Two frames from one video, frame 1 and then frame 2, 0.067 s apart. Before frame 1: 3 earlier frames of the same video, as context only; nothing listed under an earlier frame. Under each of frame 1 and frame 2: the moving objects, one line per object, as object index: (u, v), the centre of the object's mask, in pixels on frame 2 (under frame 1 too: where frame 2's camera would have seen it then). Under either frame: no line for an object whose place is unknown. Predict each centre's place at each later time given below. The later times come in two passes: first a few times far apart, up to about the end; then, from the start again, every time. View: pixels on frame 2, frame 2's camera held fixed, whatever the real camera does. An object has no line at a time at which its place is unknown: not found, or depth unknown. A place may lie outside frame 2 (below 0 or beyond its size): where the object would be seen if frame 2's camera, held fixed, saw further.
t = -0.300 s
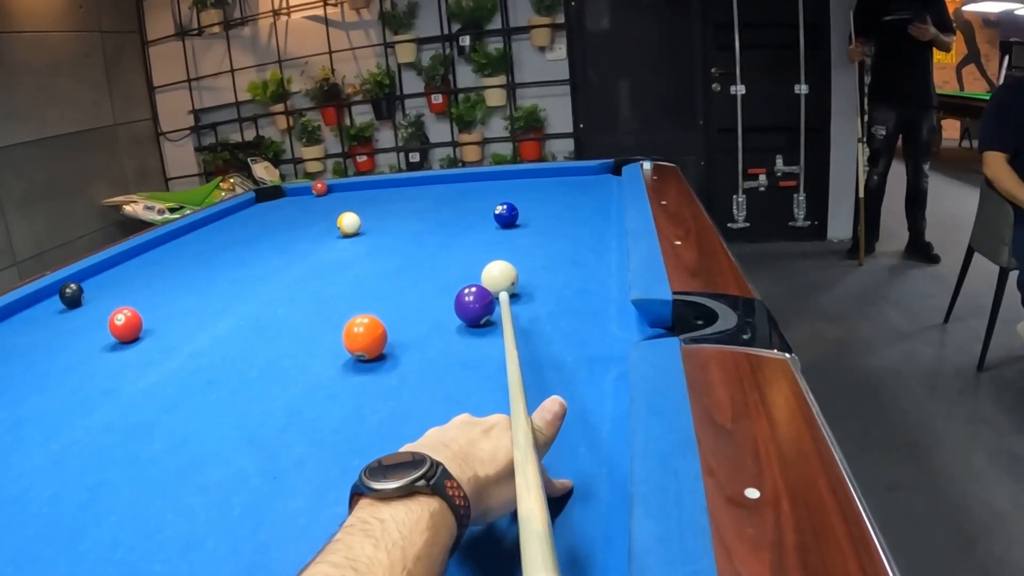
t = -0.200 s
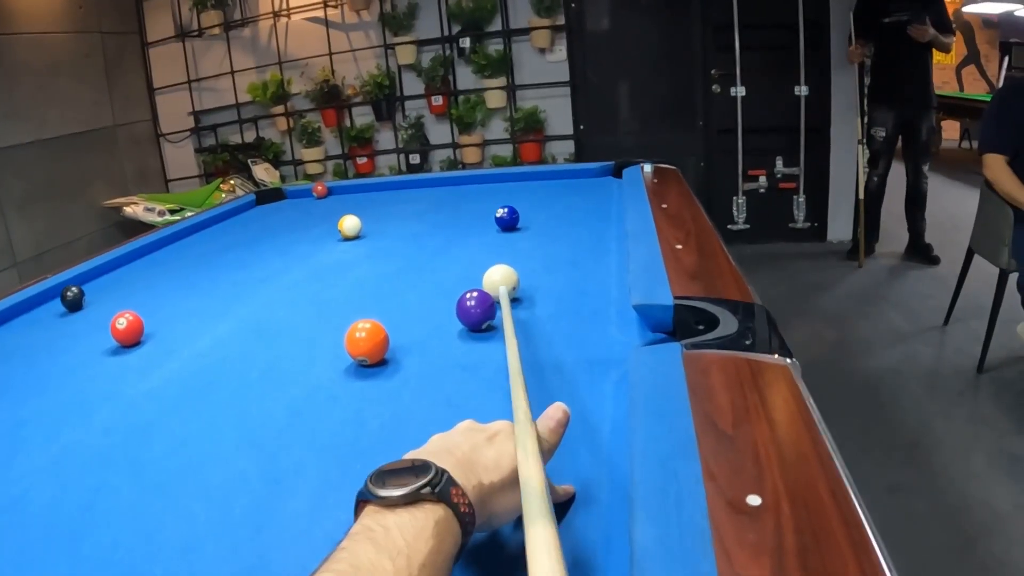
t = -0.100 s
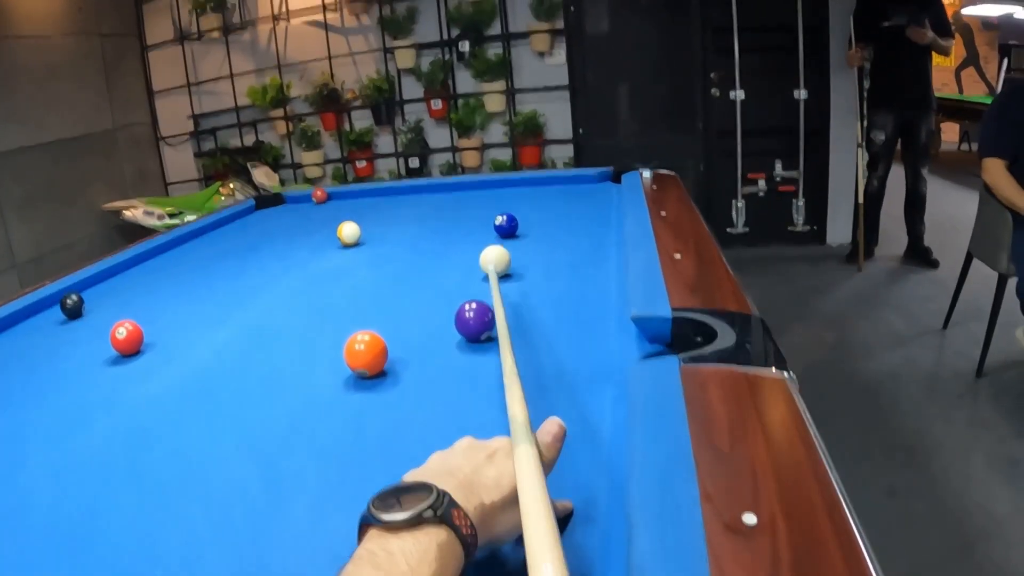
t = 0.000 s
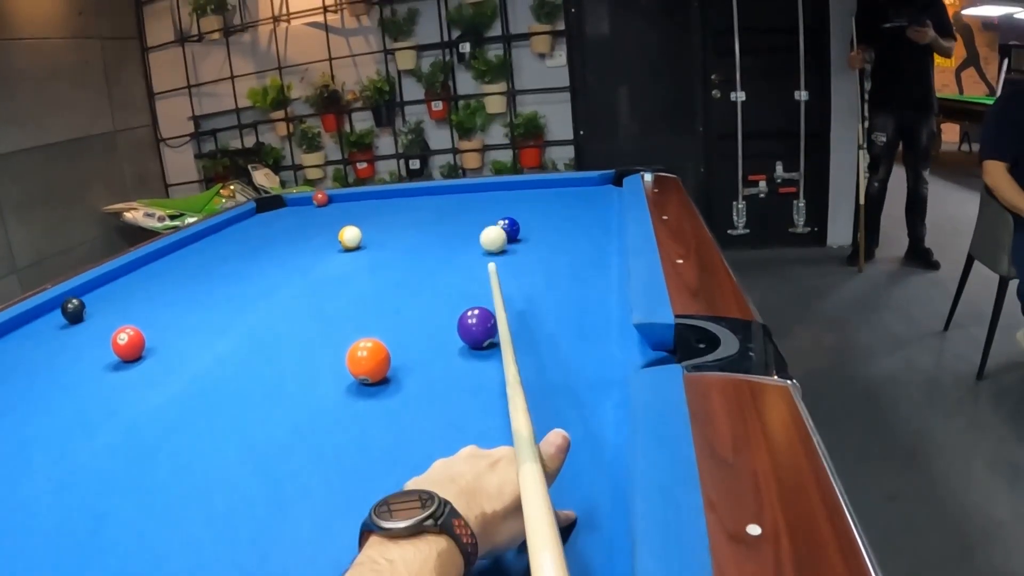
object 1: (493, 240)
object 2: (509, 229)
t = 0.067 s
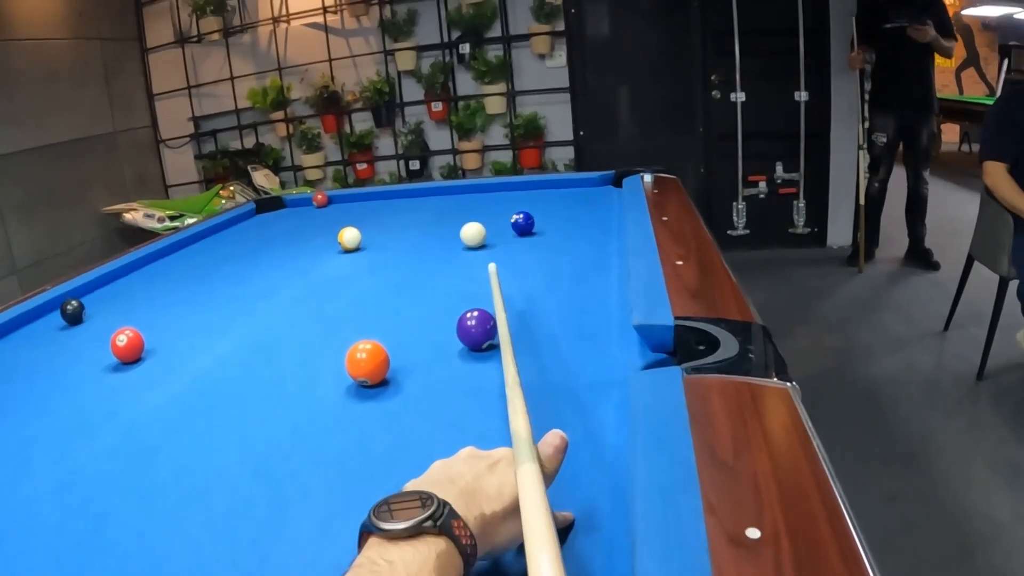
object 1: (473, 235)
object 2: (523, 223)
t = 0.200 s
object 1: (435, 227)
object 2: (554, 209)
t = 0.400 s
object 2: (585, 195)
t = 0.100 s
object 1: (462, 233)
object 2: (532, 219)
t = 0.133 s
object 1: (452, 231)
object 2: (540, 215)
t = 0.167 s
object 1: (443, 229)
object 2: (547, 212)
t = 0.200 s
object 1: (435, 227)
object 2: (554, 209)
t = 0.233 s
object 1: (427, 225)
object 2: (559, 207)
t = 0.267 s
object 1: (419, 223)
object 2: (565, 204)
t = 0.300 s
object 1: (412, 222)
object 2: (570, 202)
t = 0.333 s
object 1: (406, 221)
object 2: (575, 200)
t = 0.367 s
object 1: (399, 219)
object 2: (580, 198)
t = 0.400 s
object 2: (585, 195)
